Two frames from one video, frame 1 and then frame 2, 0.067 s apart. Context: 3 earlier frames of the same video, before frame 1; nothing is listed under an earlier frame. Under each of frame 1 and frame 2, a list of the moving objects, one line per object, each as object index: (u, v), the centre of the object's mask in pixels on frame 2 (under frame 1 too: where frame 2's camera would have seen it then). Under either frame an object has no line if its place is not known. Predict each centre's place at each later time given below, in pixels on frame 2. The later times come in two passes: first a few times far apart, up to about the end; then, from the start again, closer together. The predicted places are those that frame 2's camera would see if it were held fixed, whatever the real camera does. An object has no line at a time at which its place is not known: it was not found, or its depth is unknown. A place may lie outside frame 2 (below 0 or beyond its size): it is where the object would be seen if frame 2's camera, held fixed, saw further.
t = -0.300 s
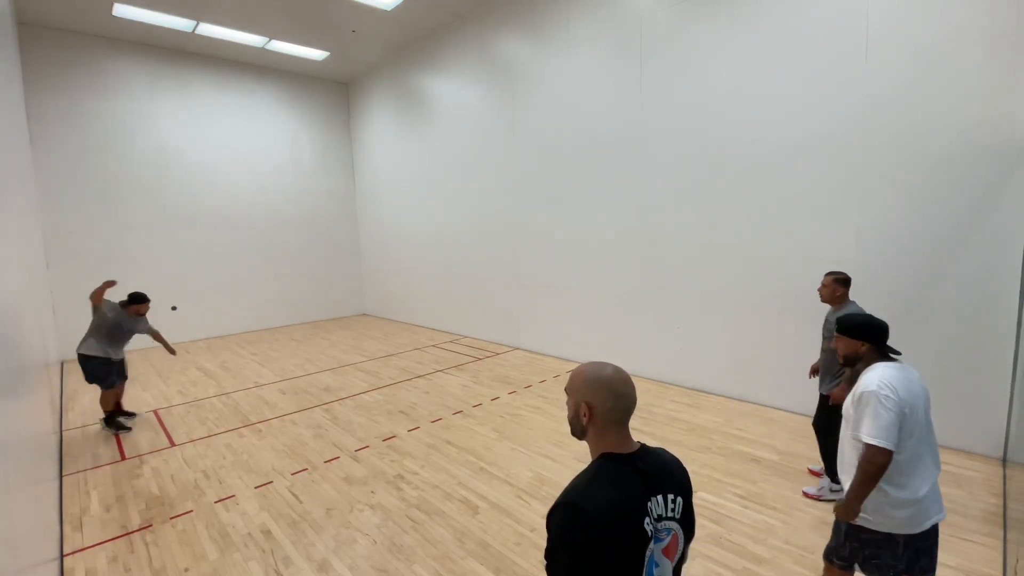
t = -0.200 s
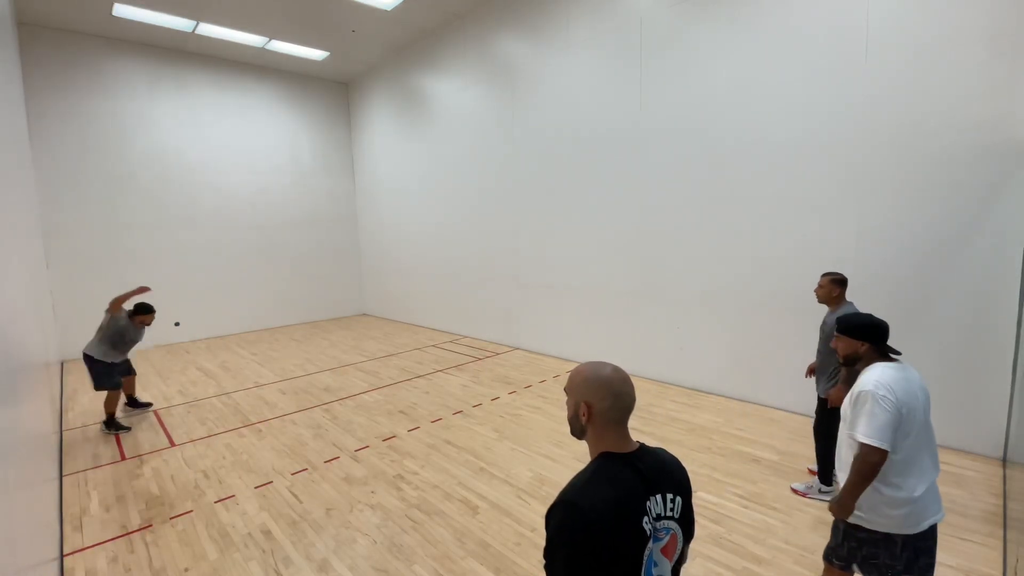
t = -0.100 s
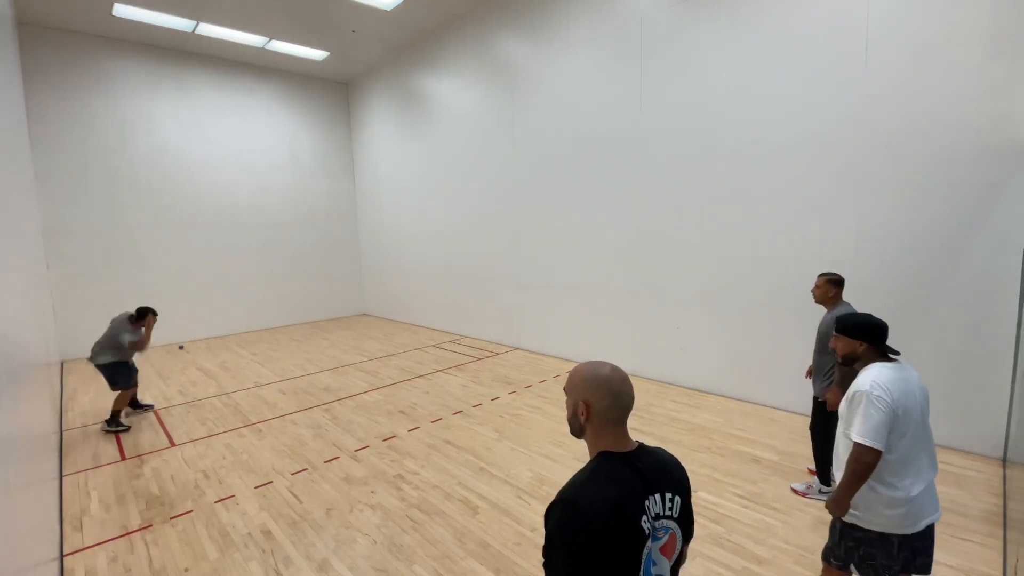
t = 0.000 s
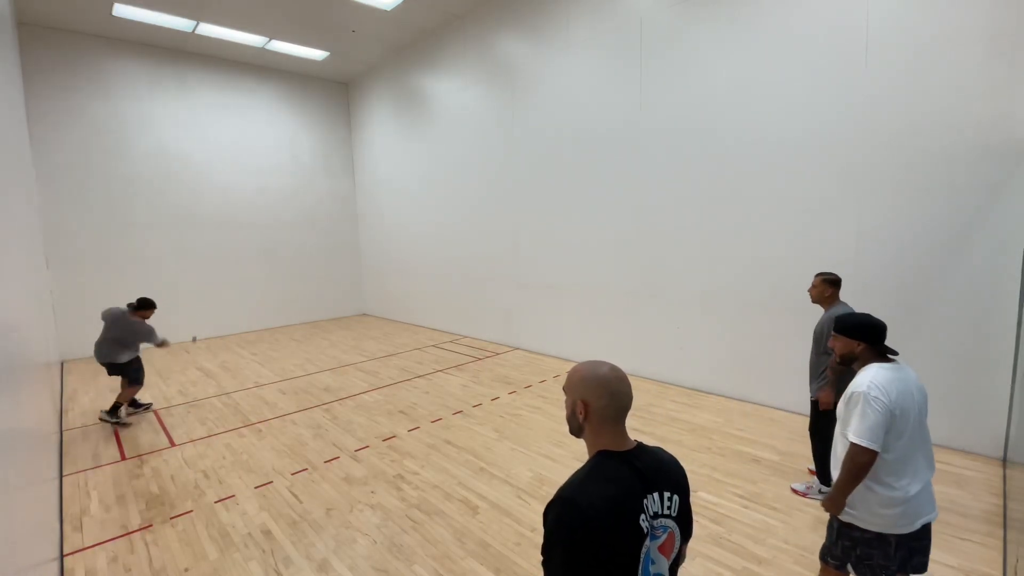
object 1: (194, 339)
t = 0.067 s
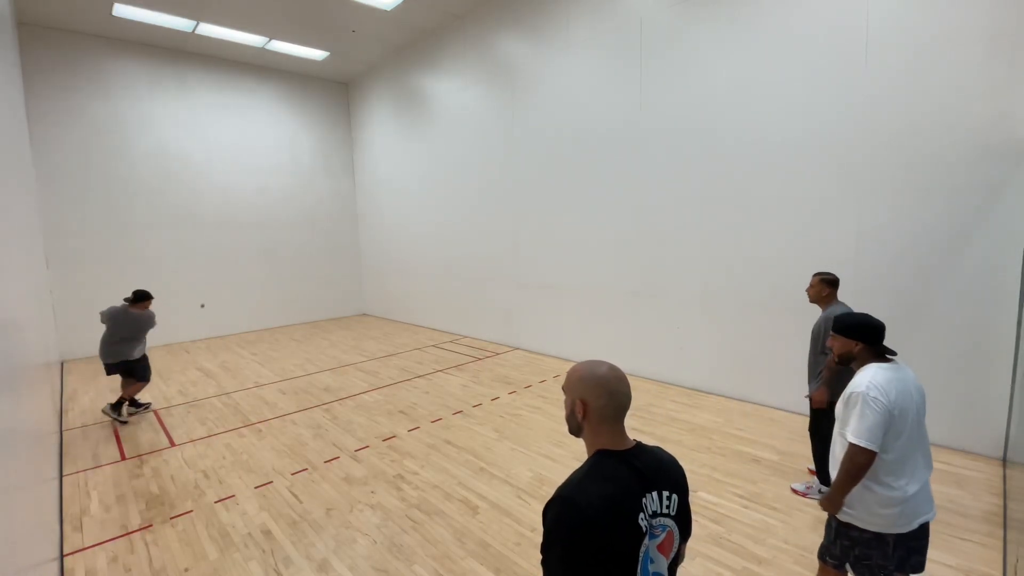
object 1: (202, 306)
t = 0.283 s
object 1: (258, 278)
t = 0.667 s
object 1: (469, 326)
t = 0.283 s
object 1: (258, 278)
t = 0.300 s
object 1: (266, 278)
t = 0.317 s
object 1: (273, 278)
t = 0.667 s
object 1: (469, 326)
